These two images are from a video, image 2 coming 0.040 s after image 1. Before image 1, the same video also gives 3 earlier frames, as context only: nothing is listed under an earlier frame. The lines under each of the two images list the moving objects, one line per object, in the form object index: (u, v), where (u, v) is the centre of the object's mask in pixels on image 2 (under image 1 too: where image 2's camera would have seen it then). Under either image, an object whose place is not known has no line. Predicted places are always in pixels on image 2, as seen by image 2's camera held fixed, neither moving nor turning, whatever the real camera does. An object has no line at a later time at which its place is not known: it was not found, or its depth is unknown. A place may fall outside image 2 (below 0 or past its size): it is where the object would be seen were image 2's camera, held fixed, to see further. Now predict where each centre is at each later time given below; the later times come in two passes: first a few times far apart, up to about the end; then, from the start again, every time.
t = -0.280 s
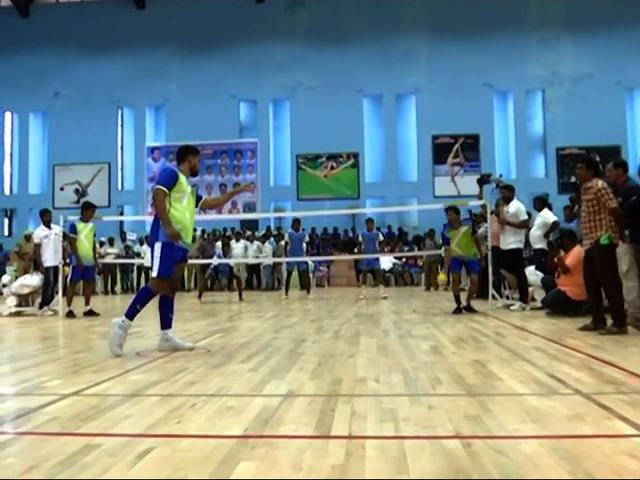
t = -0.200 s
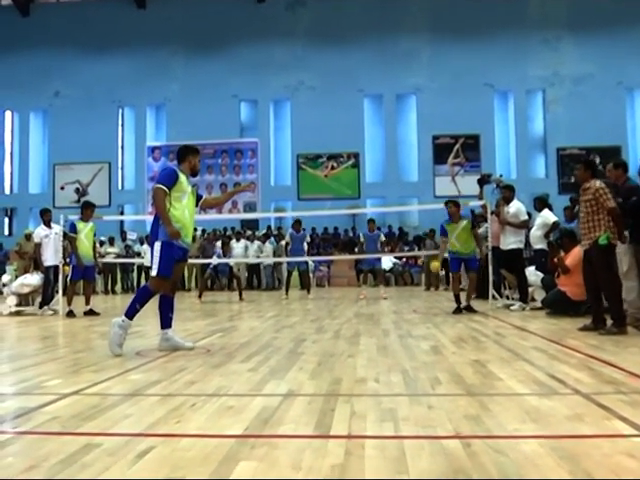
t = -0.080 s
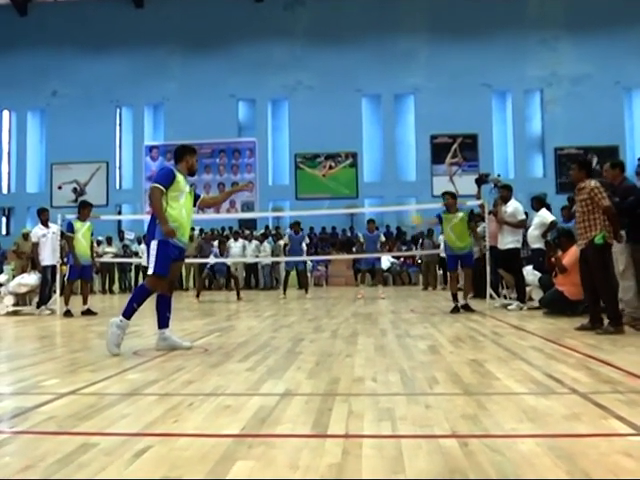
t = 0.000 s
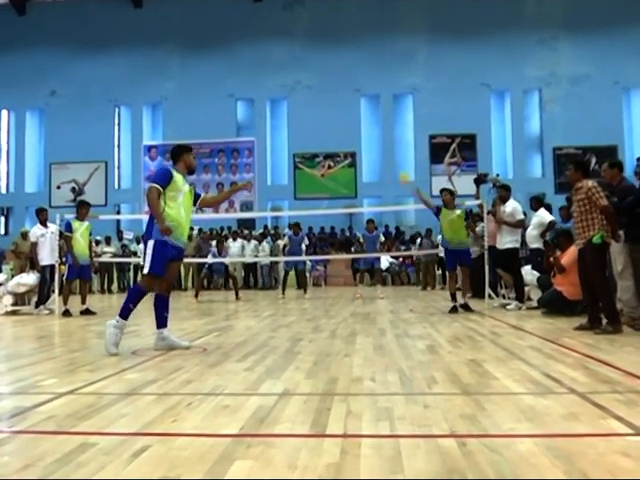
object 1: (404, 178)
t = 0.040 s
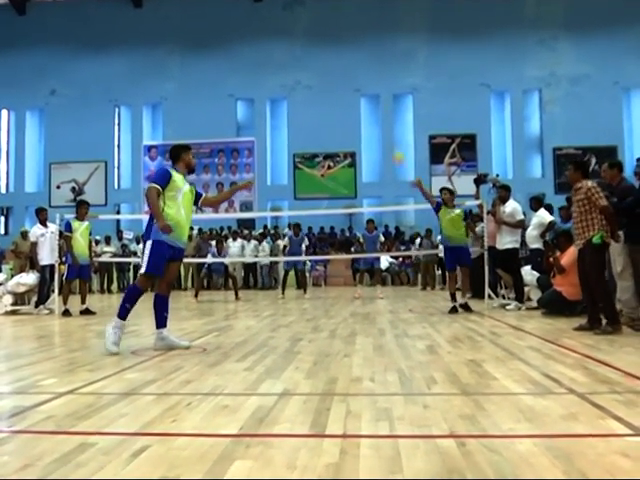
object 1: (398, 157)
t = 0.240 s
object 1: (369, 72)
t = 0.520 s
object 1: (324, 1)
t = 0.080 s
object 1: (392, 138)
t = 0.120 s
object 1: (387, 120)
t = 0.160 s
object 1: (381, 104)
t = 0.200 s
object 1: (376, 88)
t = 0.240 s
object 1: (369, 72)
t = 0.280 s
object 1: (363, 59)
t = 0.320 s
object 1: (357, 47)
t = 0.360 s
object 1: (350, 36)
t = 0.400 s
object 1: (344, 26)
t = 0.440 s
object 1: (337, 16)
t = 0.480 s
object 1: (331, 8)
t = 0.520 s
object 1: (324, 1)
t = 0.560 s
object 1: (317, -3)
